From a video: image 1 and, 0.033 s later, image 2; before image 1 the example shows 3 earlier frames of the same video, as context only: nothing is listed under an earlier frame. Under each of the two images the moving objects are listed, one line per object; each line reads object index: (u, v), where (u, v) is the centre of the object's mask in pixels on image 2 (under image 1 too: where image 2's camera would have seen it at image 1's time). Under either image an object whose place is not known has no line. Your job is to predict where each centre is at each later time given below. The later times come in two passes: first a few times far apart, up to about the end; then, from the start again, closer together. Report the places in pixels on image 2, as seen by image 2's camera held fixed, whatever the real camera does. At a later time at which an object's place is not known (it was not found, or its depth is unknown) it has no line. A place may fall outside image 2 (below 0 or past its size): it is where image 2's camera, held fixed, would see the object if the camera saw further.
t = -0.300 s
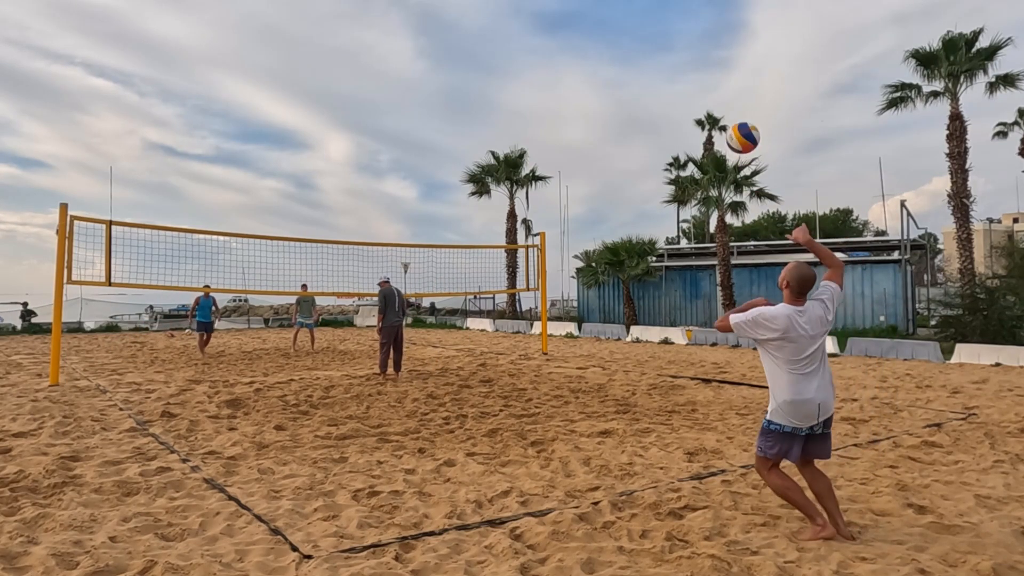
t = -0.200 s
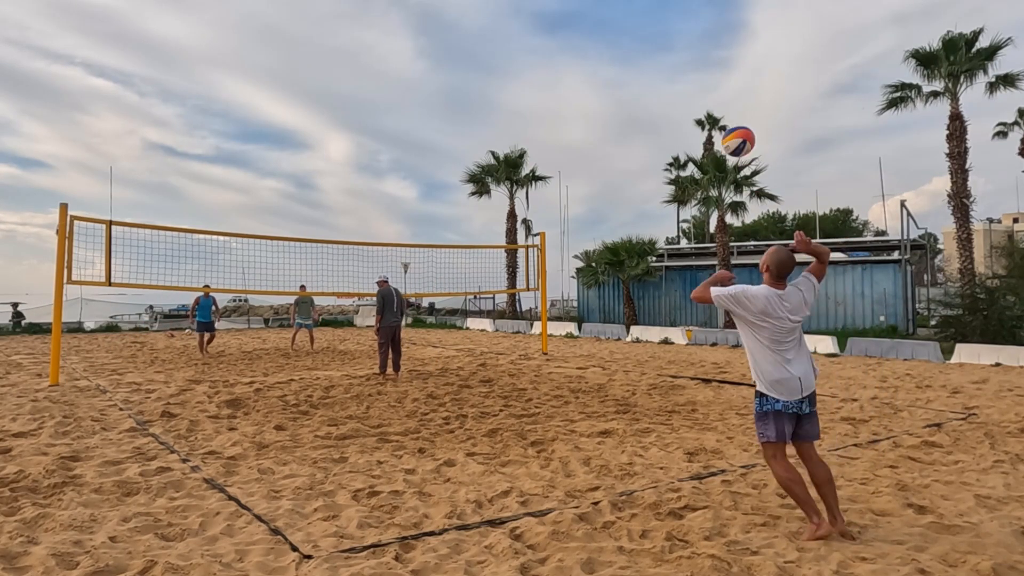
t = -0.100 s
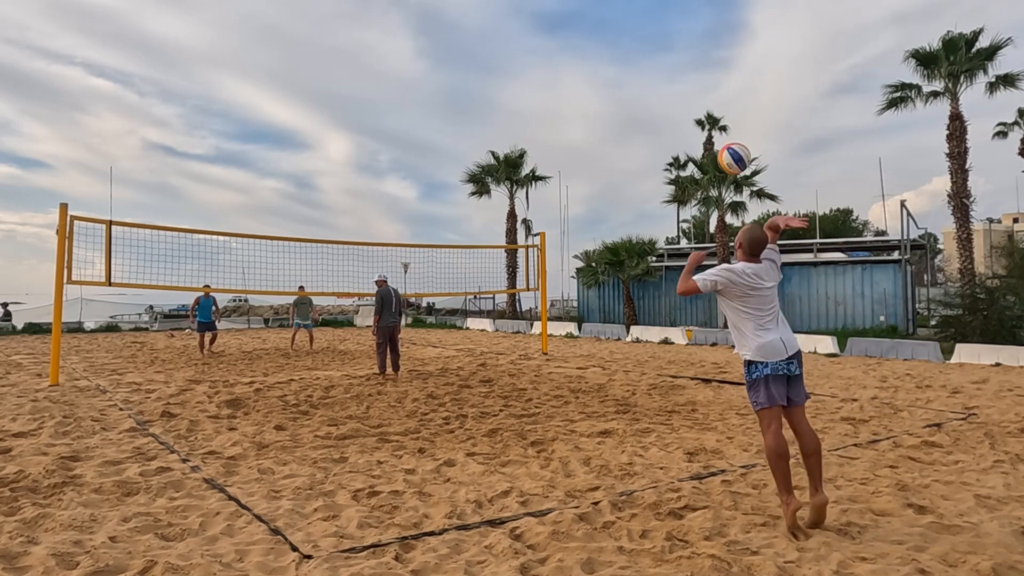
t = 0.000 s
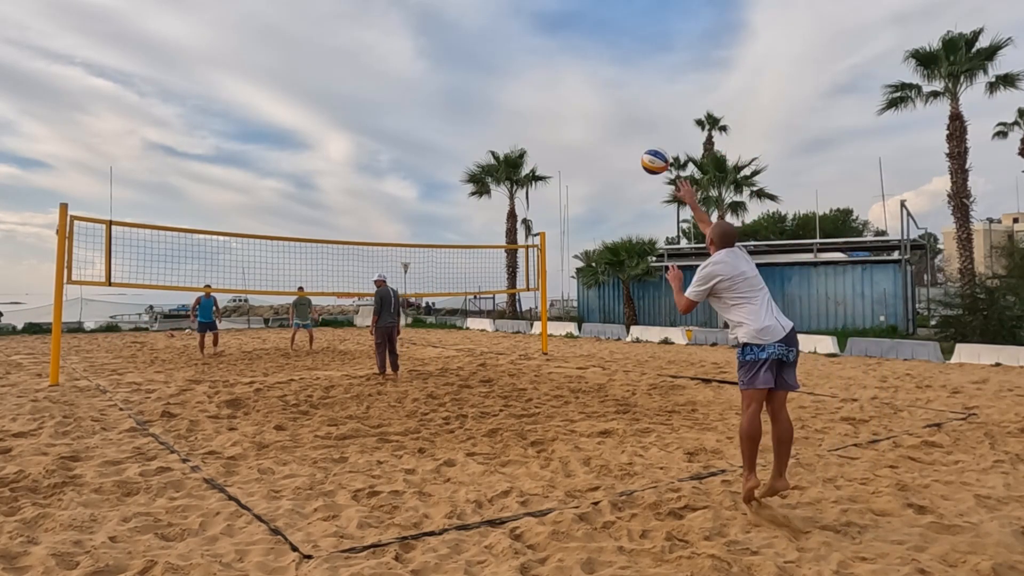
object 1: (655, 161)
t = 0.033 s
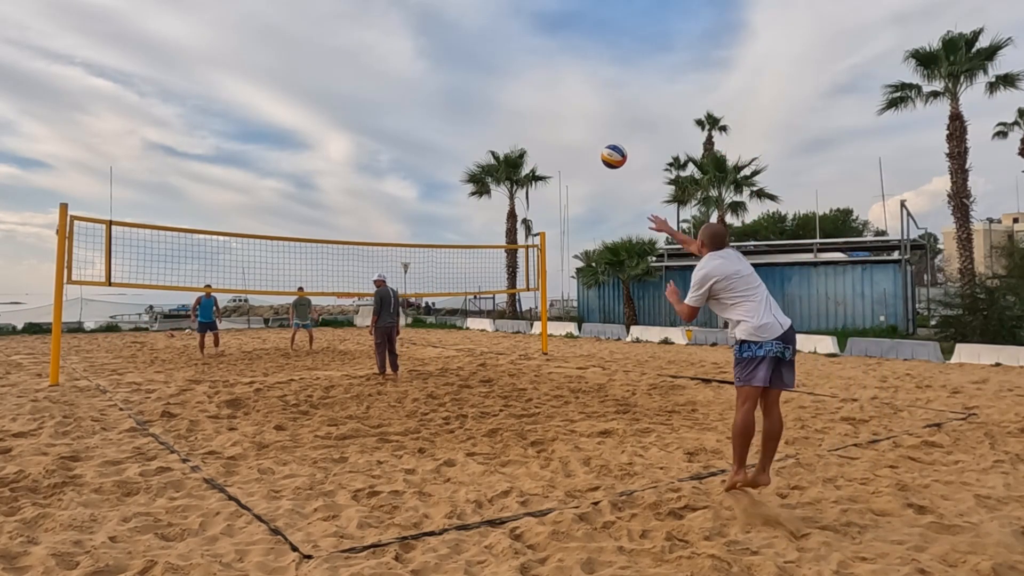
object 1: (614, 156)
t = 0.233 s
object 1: (464, 153)
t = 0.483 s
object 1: (380, 181)
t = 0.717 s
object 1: (342, 218)
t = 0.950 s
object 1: (324, 264)
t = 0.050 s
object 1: (595, 155)
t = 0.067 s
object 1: (578, 153)
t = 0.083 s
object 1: (563, 152)
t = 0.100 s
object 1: (549, 151)
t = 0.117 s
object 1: (536, 151)
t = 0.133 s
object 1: (523, 150)
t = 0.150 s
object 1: (512, 151)
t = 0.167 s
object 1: (501, 151)
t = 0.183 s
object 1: (491, 151)
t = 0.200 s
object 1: (481, 151)
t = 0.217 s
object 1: (472, 152)
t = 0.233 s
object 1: (464, 153)
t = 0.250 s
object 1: (456, 154)
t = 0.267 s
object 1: (449, 156)
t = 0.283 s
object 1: (442, 158)
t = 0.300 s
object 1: (435, 159)
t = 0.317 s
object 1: (429, 161)
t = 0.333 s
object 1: (423, 162)
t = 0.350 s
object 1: (417, 164)
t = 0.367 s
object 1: (411, 166)
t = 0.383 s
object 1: (406, 168)
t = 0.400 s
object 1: (401, 170)
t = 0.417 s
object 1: (397, 172)
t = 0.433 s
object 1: (392, 174)
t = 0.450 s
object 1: (388, 176)
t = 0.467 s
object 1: (384, 178)
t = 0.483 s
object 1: (380, 181)
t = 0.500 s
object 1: (376, 183)
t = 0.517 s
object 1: (372, 186)
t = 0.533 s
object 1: (369, 188)
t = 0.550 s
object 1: (366, 190)
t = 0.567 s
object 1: (363, 193)
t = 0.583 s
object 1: (360, 196)
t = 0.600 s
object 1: (357, 198)
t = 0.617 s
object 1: (355, 201)
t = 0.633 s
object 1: (352, 204)
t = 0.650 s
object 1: (350, 206)
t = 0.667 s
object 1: (348, 209)
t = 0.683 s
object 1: (345, 212)
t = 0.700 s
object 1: (344, 215)
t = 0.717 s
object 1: (342, 218)
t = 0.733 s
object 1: (340, 220)
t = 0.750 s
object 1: (338, 223)
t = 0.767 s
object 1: (337, 226)
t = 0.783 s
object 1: (336, 230)
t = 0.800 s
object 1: (334, 233)
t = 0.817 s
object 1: (332, 236)
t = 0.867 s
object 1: (329, 247)
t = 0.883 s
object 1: (328, 250)
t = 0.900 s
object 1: (327, 253)
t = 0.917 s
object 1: (326, 257)
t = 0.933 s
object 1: (325, 260)
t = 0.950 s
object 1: (324, 264)
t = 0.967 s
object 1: (323, 268)
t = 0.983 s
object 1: (322, 272)
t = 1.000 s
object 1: (321, 275)
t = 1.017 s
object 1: (320, 279)
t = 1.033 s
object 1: (319, 283)
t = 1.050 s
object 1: (318, 287)
